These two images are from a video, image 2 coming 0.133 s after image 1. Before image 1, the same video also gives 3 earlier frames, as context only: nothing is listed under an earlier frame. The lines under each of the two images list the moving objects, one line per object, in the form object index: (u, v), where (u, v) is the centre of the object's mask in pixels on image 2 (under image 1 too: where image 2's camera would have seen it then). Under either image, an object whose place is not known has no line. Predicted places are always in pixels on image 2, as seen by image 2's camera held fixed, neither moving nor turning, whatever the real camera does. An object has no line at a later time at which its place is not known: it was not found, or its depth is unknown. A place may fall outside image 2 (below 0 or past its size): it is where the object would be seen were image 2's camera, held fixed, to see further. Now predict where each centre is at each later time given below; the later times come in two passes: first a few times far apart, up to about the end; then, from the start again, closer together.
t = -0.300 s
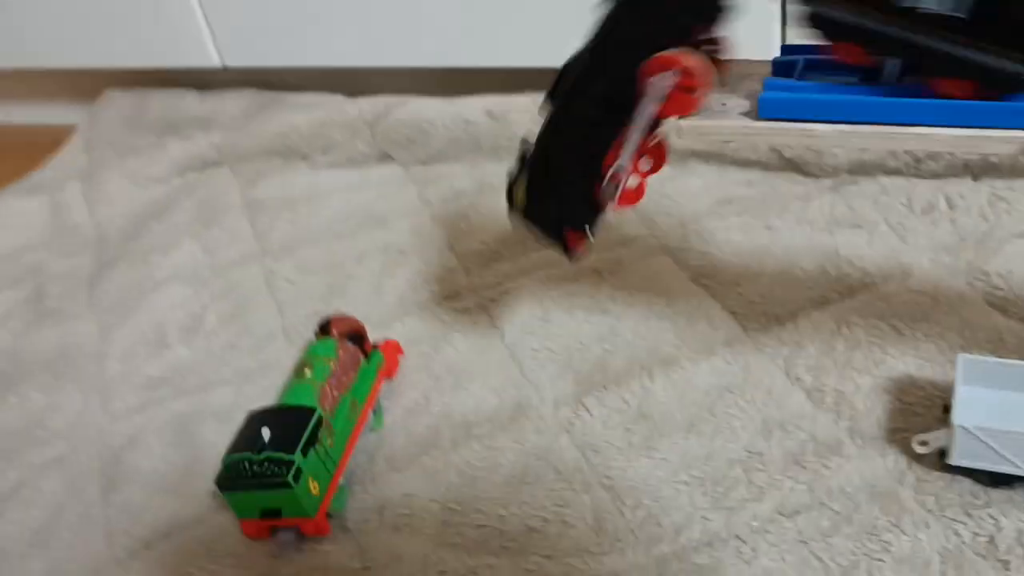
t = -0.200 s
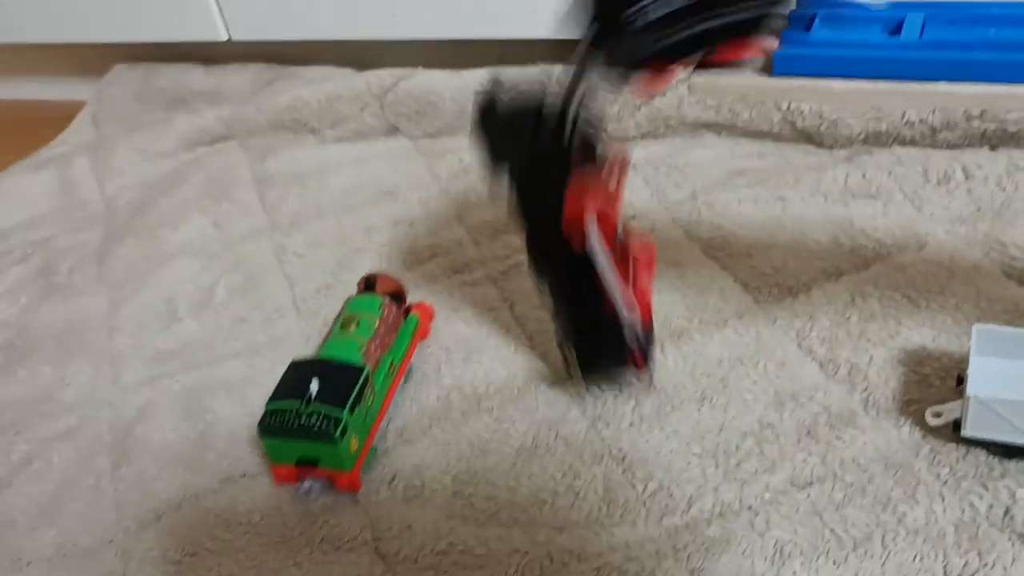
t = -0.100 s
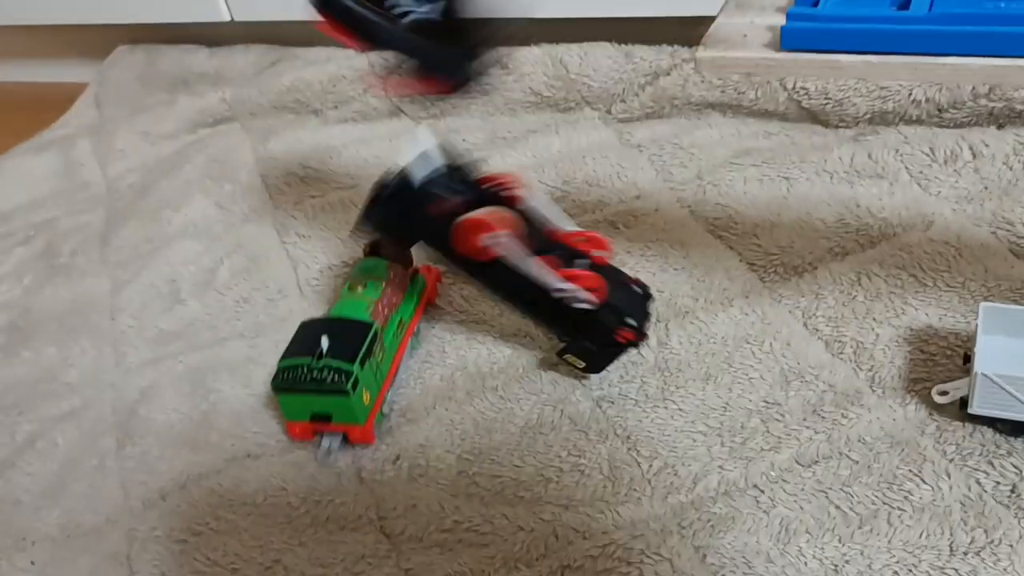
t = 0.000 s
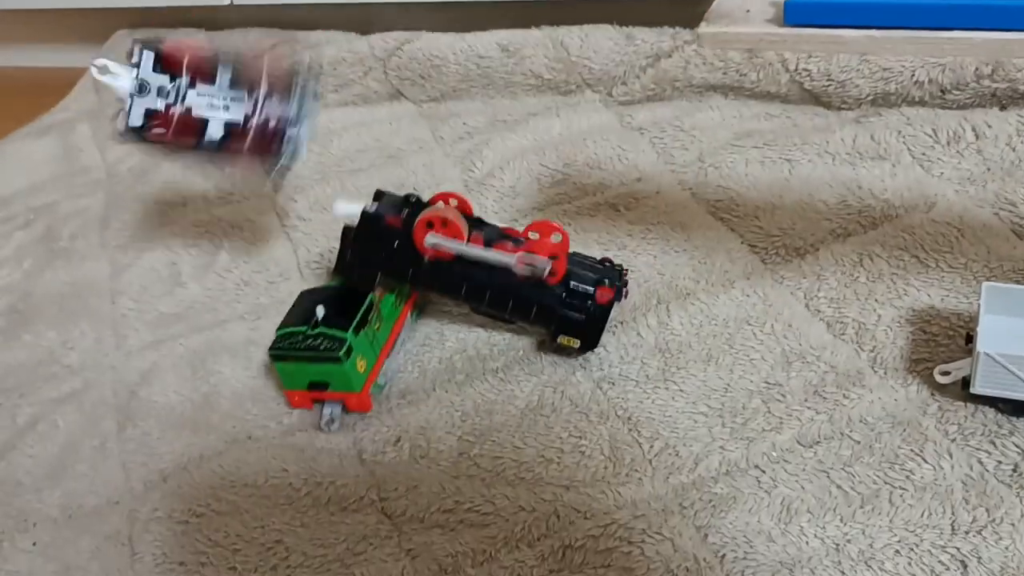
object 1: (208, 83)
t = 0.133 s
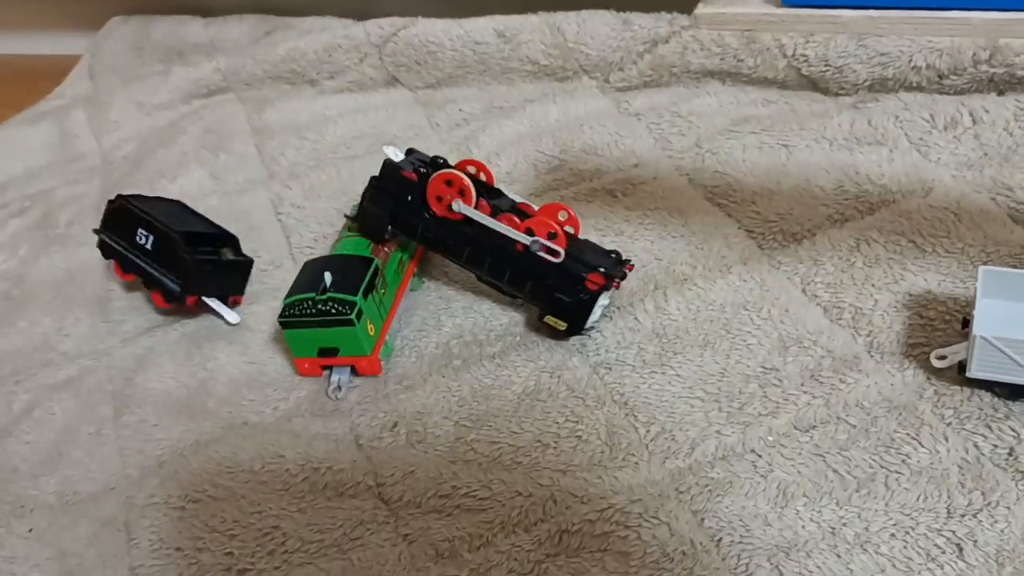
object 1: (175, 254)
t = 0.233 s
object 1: (201, 269)
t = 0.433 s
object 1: (178, 289)
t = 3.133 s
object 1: (180, 289)
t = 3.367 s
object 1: (180, 290)
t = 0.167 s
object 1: (187, 260)
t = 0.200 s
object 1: (201, 272)
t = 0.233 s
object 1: (201, 269)
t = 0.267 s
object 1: (202, 272)
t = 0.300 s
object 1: (199, 274)
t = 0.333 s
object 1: (194, 274)
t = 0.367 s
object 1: (190, 277)
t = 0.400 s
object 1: (185, 283)
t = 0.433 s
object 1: (178, 289)
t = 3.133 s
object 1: (180, 289)
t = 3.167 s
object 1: (180, 289)
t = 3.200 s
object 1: (180, 289)
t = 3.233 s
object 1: (180, 289)
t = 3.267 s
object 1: (180, 289)
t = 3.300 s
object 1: (180, 289)
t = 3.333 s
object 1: (179, 289)
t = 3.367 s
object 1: (180, 290)
